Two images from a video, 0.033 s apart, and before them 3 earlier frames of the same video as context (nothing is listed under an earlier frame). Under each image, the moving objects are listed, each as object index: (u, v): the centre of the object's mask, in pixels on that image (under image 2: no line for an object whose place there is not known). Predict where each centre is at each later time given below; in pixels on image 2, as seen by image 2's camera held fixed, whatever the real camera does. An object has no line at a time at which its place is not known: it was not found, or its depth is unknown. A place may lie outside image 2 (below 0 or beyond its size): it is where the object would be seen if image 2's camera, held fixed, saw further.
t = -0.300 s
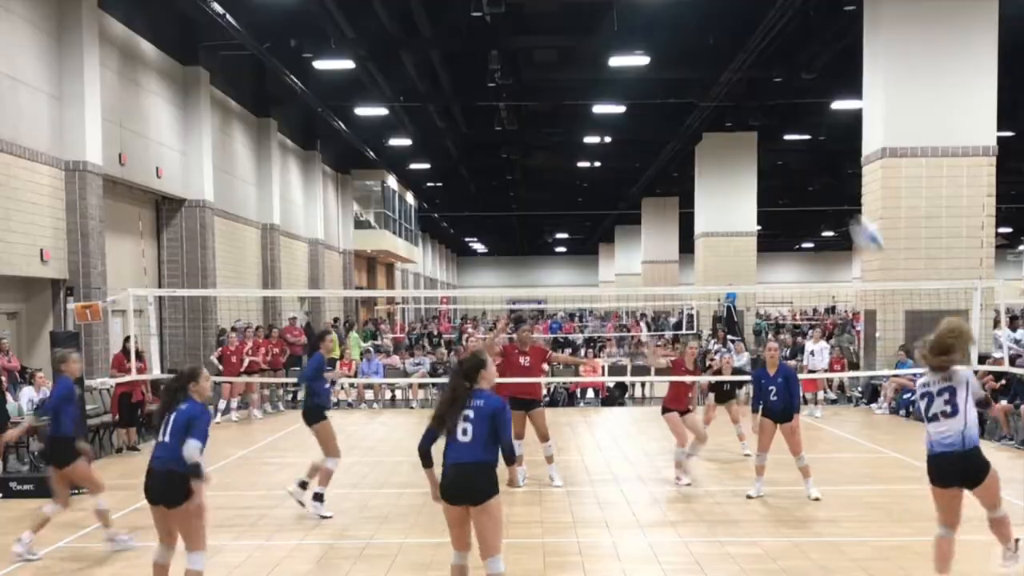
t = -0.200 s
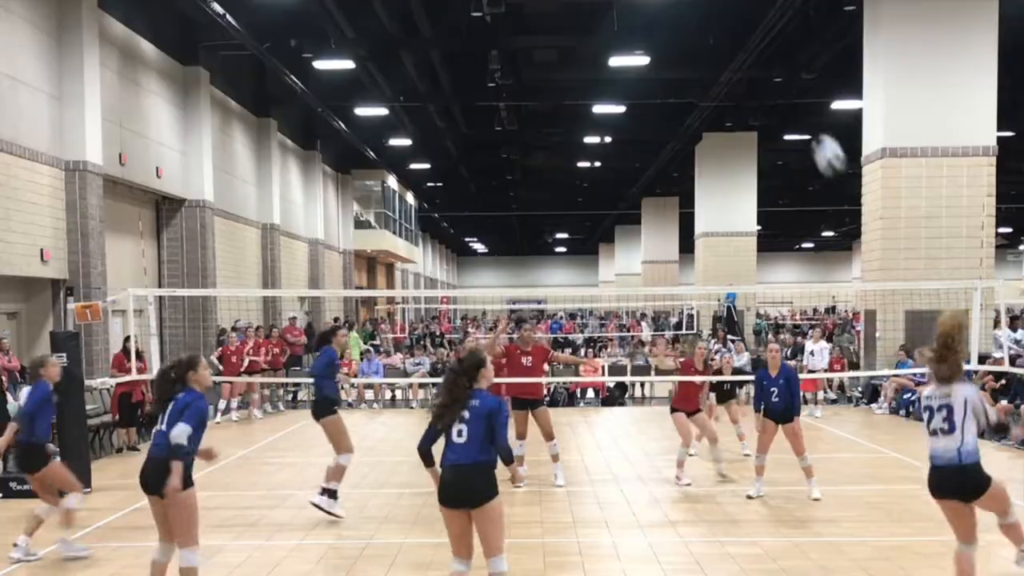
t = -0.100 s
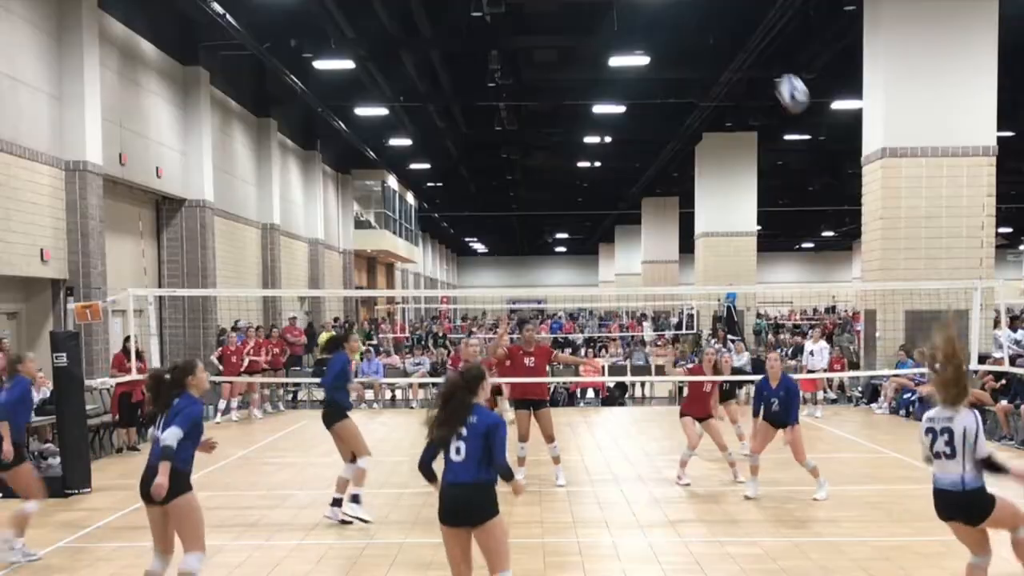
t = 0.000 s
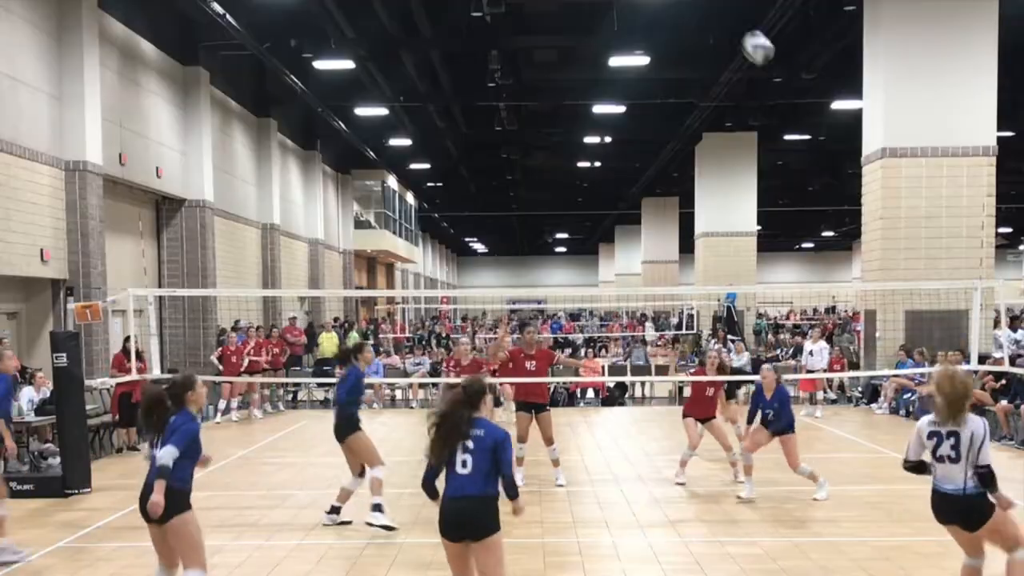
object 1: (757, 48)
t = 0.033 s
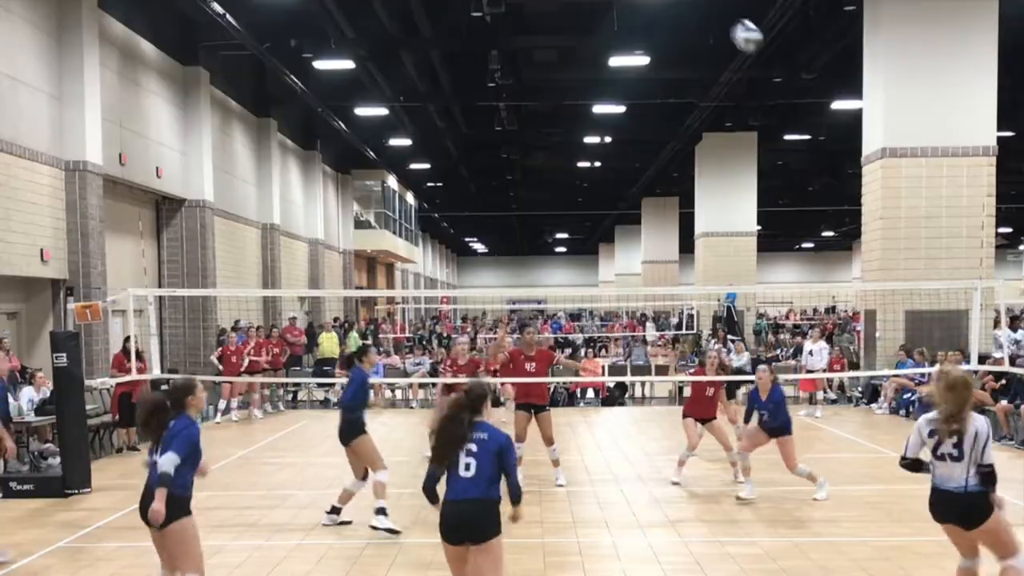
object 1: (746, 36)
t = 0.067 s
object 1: (735, 26)
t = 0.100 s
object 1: (725, 18)
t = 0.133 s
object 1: (716, 13)
